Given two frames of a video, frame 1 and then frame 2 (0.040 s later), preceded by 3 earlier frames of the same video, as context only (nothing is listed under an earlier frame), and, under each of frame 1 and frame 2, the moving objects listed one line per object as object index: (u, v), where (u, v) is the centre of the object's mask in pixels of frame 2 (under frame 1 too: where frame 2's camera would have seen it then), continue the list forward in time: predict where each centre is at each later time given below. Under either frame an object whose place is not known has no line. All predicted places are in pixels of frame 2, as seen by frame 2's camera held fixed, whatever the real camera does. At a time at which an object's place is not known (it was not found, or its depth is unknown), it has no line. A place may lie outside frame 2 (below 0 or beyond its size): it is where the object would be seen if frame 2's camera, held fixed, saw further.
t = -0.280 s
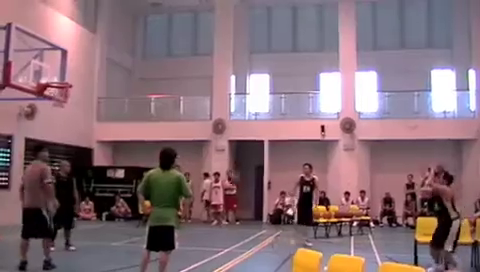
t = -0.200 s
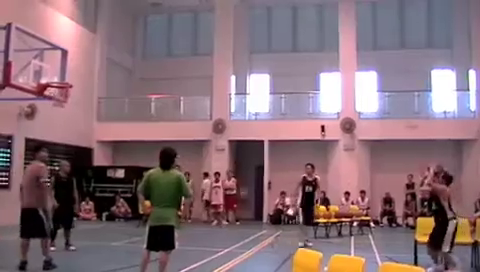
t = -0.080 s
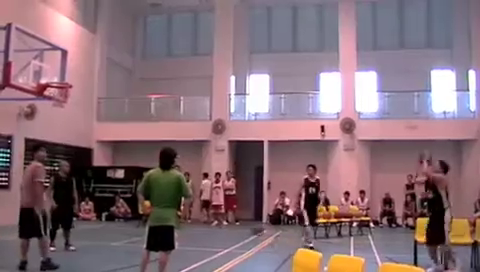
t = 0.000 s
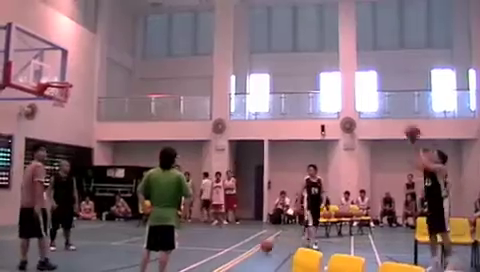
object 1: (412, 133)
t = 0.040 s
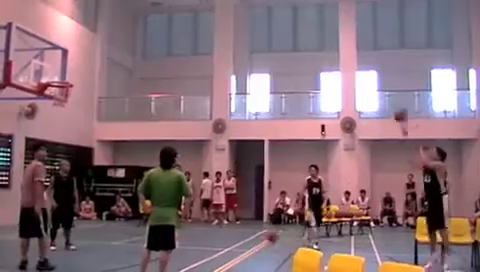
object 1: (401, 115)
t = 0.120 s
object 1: (376, 84)
